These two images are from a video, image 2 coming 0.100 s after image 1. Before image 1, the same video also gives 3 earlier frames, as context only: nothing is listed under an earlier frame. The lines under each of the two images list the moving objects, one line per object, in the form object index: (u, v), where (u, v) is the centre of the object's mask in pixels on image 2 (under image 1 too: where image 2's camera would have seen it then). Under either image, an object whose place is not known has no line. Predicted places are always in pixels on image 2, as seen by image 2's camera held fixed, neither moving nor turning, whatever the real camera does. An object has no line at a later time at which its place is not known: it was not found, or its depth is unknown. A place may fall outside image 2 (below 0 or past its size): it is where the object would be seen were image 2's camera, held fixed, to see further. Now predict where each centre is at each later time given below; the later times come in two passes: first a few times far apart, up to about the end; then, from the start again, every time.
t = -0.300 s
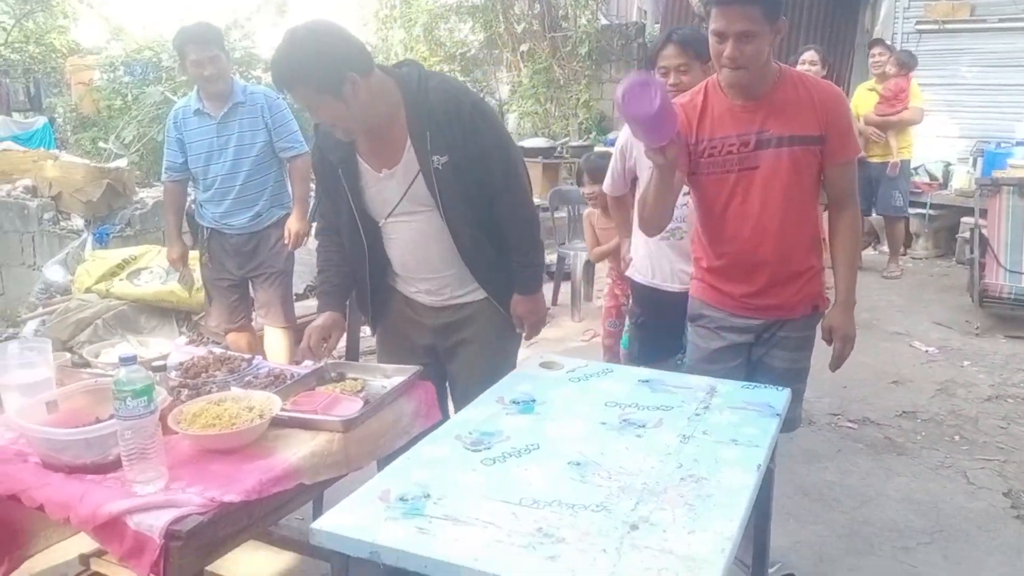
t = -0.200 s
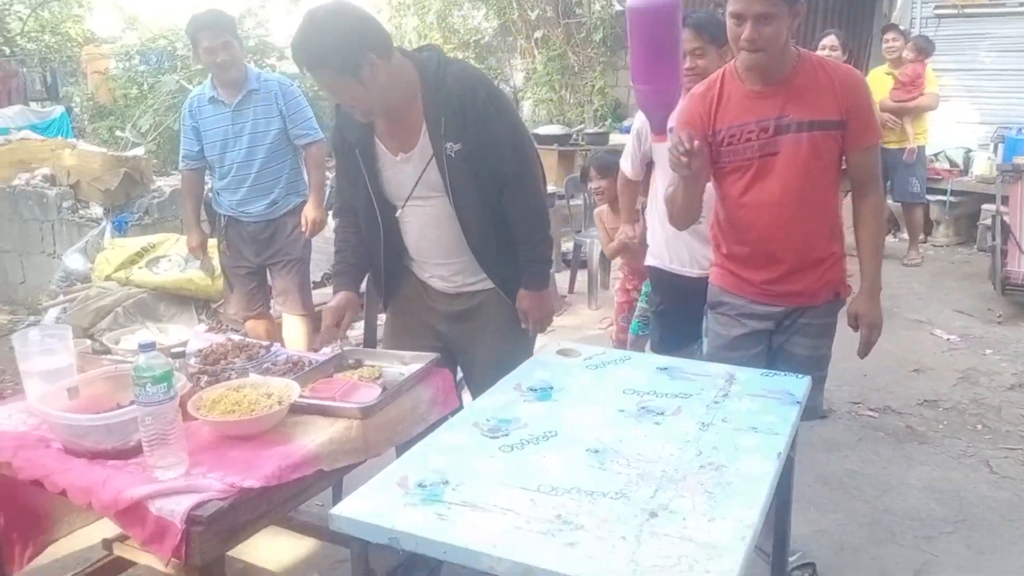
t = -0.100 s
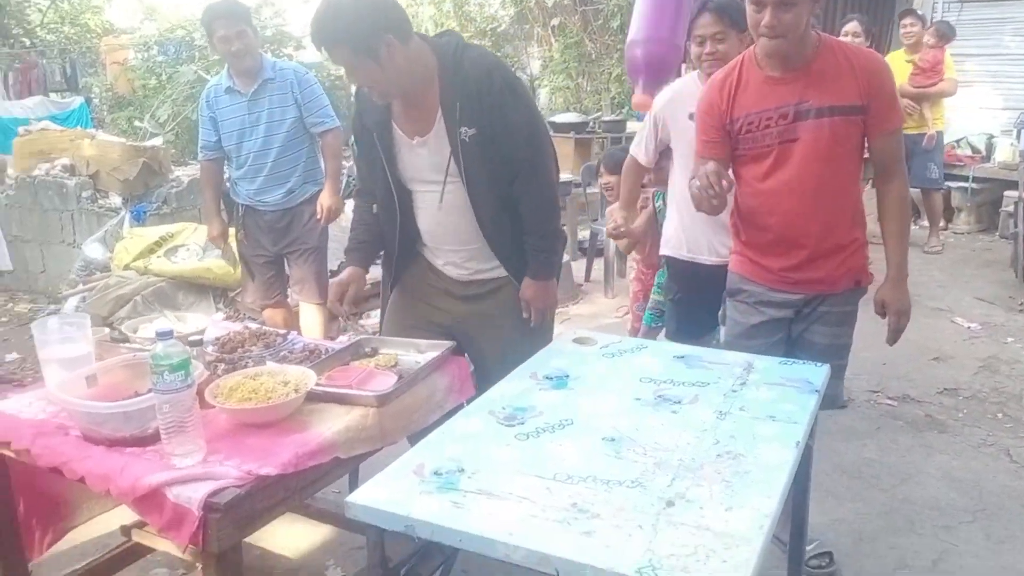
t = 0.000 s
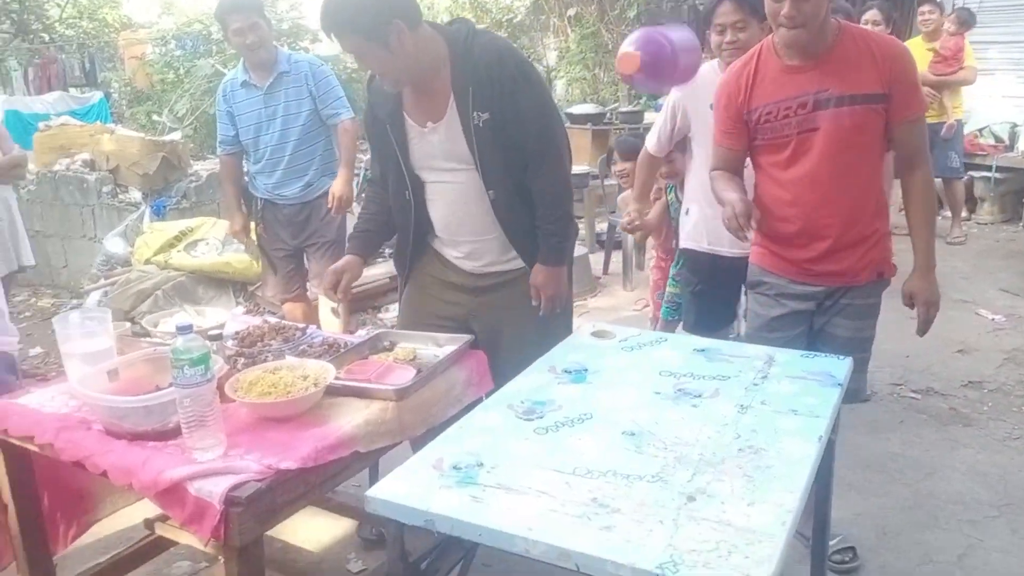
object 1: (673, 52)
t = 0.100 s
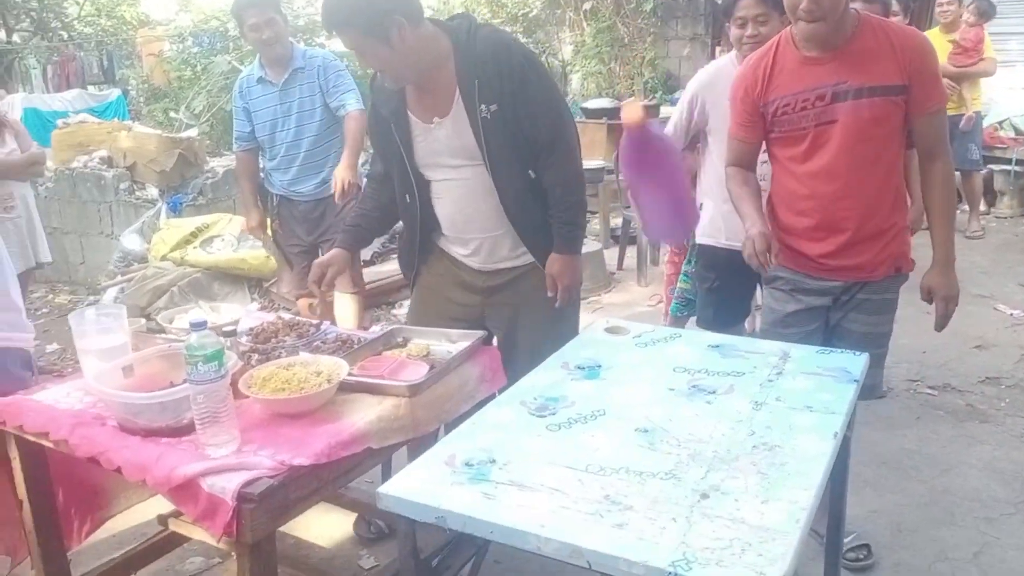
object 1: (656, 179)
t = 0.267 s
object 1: (652, 407)
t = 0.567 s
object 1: (683, 413)
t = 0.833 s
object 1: (705, 437)
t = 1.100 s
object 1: (725, 439)
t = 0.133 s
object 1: (651, 238)
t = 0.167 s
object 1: (647, 313)
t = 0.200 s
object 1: (643, 398)
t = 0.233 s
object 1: (649, 410)
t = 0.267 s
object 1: (652, 407)
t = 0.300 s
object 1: (653, 407)
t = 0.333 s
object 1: (657, 407)
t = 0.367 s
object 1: (661, 406)
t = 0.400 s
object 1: (666, 405)
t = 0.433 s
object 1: (670, 406)
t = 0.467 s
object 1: (674, 407)
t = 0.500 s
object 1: (677, 408)
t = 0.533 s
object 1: (680, 410)
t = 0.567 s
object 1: (683, 413)
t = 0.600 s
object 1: (685, 417)
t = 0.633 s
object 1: (689, 427)
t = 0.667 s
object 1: (692, 433)
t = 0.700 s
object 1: (695, 432)
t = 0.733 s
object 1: (697, 436)
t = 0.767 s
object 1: (699, 437)
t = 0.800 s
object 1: (702, 437)
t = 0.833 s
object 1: (705, 437)
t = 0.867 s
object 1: (709, 438)
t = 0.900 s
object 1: (712, 438)
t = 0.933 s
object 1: (715, 438)
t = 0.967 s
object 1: (717, 439)
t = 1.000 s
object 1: (719, 438)
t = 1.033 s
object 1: (721, 439)
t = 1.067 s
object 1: (723, 439)
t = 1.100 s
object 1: (725, 439)
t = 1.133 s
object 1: (727, 439)
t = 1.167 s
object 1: (730, 439)
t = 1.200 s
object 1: (732, 439)
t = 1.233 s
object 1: (733, 439)
